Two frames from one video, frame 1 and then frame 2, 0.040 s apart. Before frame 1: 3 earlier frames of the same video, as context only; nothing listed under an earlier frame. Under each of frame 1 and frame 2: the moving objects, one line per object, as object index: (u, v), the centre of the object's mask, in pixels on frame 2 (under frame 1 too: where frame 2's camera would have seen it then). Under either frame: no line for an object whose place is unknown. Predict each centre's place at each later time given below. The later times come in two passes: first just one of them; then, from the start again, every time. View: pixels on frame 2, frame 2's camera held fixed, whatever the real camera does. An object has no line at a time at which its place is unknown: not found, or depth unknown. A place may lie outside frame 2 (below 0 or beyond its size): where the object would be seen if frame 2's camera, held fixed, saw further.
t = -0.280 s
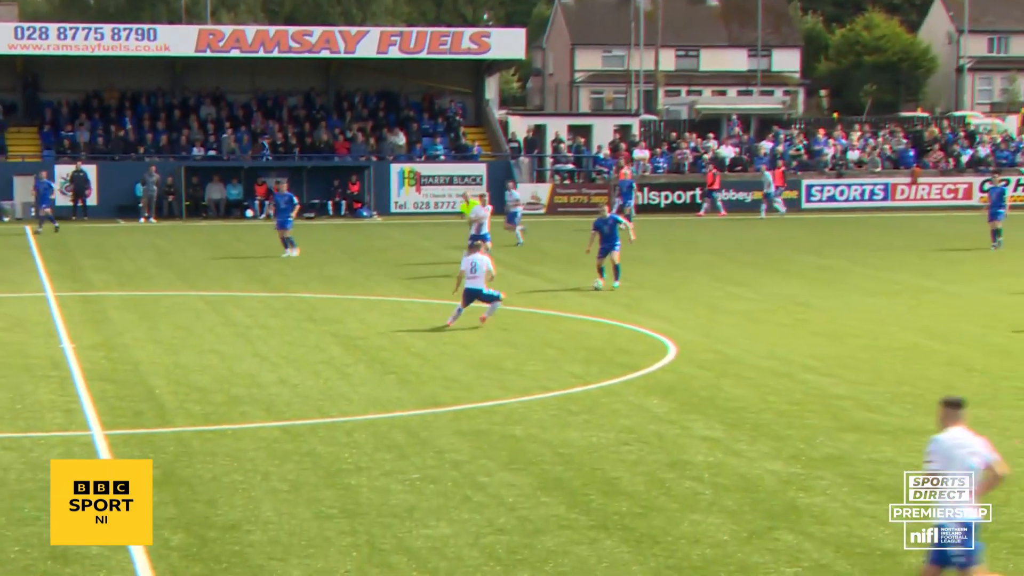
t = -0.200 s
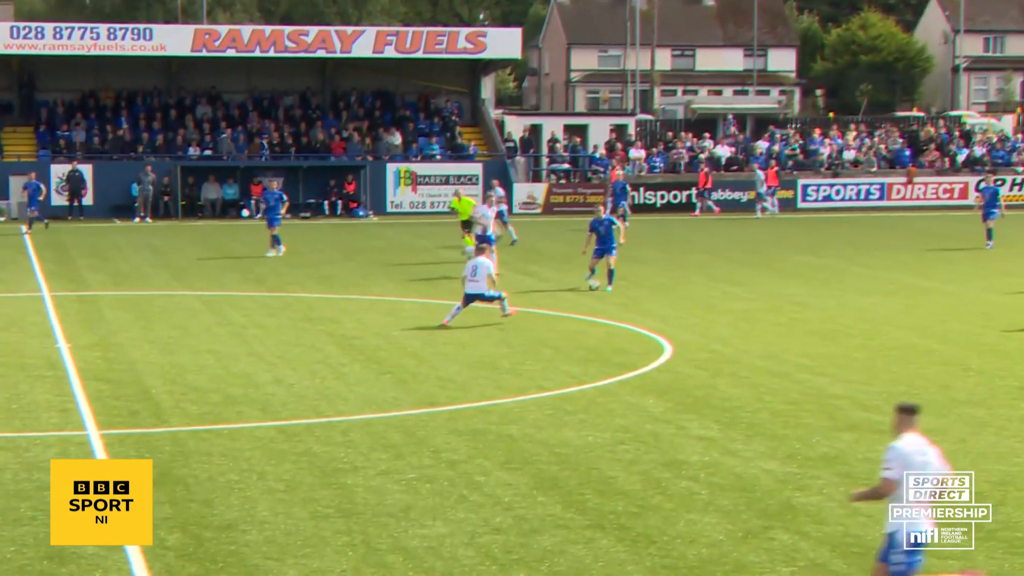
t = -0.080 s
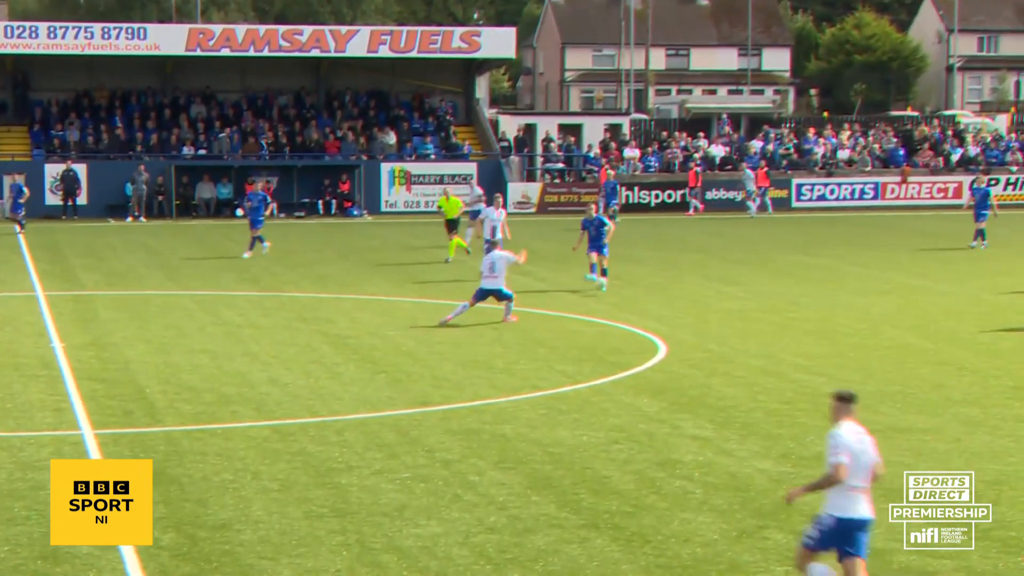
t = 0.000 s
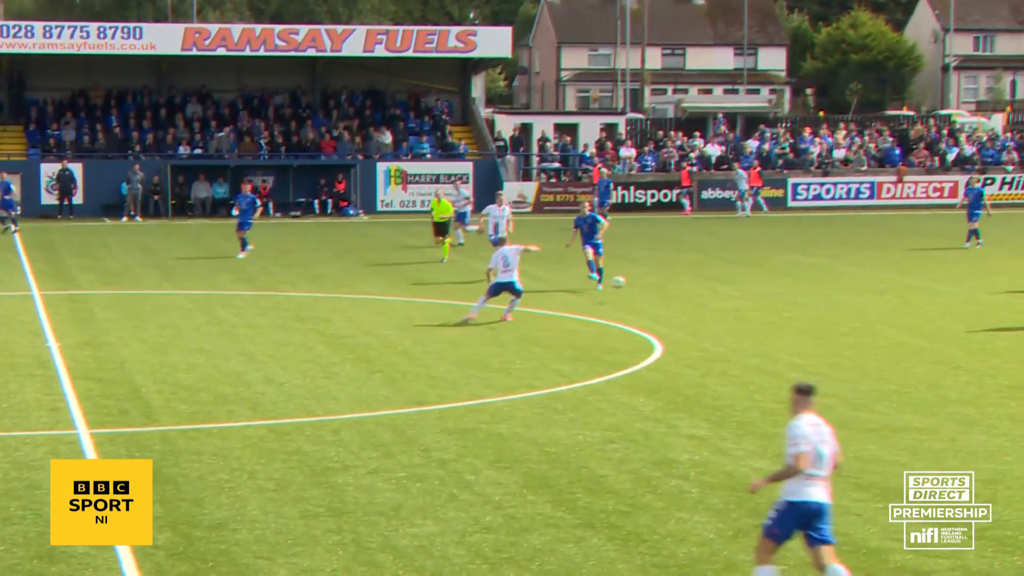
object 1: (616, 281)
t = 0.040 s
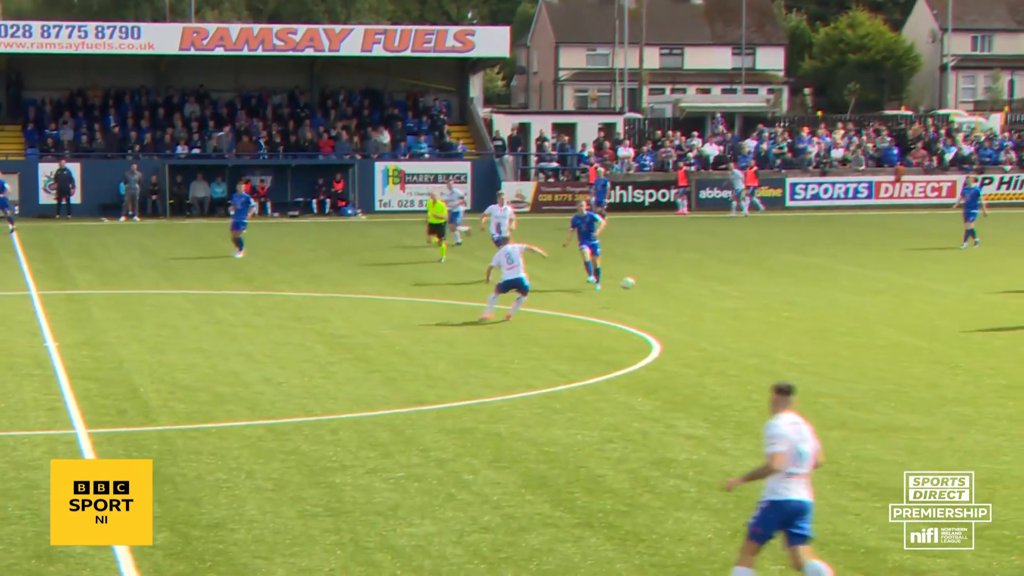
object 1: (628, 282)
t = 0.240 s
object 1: (698, 306)
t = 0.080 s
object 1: (640, 285)
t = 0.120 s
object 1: (653, 288)
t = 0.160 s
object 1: (668, 293)
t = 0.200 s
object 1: (682, 299)
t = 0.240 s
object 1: (698, 306)
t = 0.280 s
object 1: (714, 315)
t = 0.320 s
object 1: (730, 325)
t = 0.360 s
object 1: (748, 336)
